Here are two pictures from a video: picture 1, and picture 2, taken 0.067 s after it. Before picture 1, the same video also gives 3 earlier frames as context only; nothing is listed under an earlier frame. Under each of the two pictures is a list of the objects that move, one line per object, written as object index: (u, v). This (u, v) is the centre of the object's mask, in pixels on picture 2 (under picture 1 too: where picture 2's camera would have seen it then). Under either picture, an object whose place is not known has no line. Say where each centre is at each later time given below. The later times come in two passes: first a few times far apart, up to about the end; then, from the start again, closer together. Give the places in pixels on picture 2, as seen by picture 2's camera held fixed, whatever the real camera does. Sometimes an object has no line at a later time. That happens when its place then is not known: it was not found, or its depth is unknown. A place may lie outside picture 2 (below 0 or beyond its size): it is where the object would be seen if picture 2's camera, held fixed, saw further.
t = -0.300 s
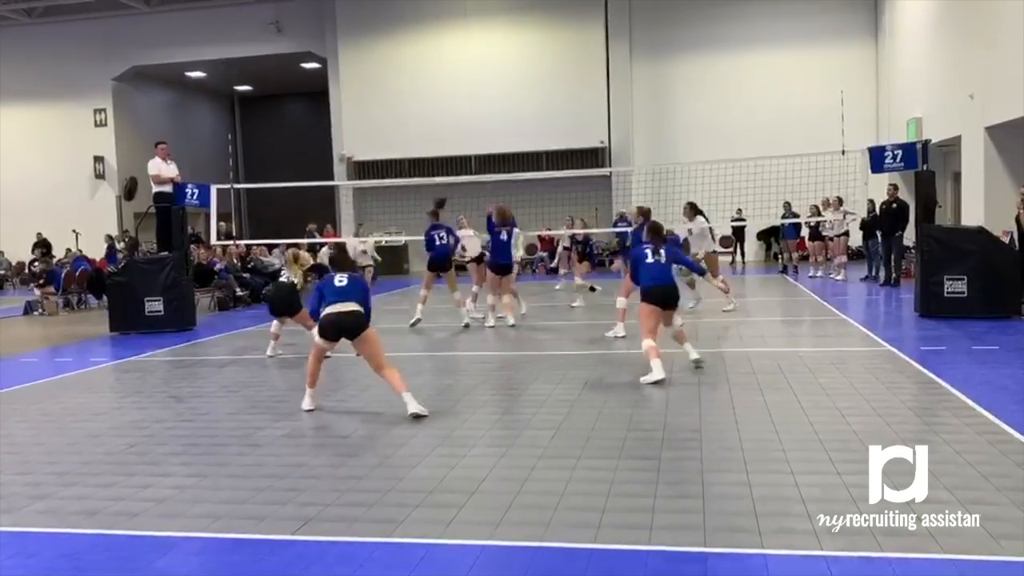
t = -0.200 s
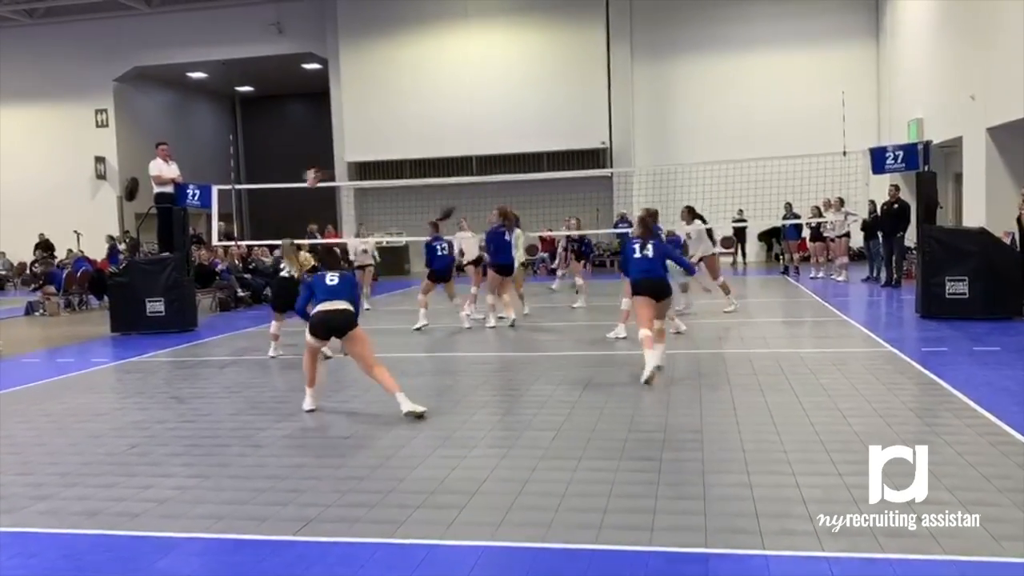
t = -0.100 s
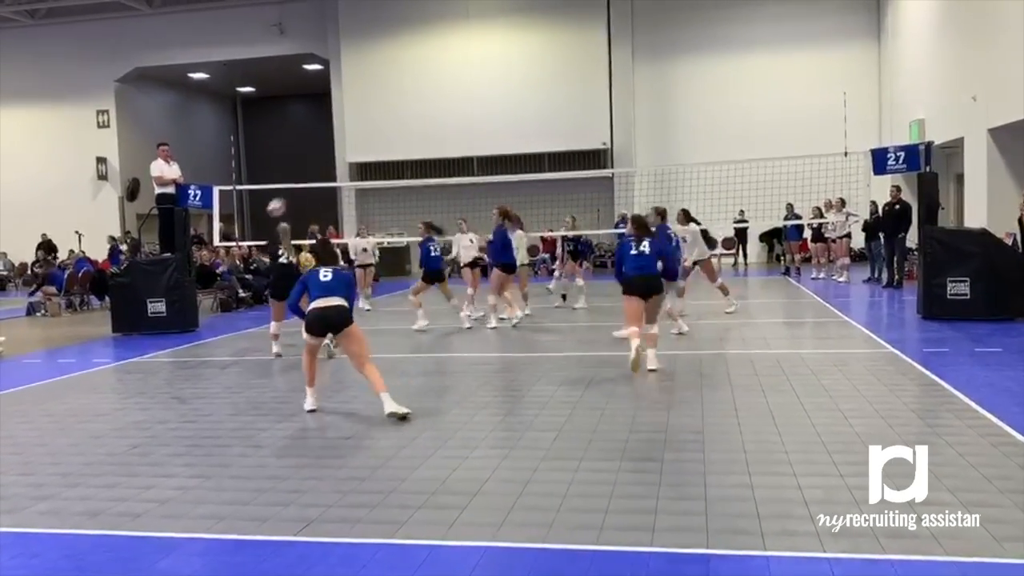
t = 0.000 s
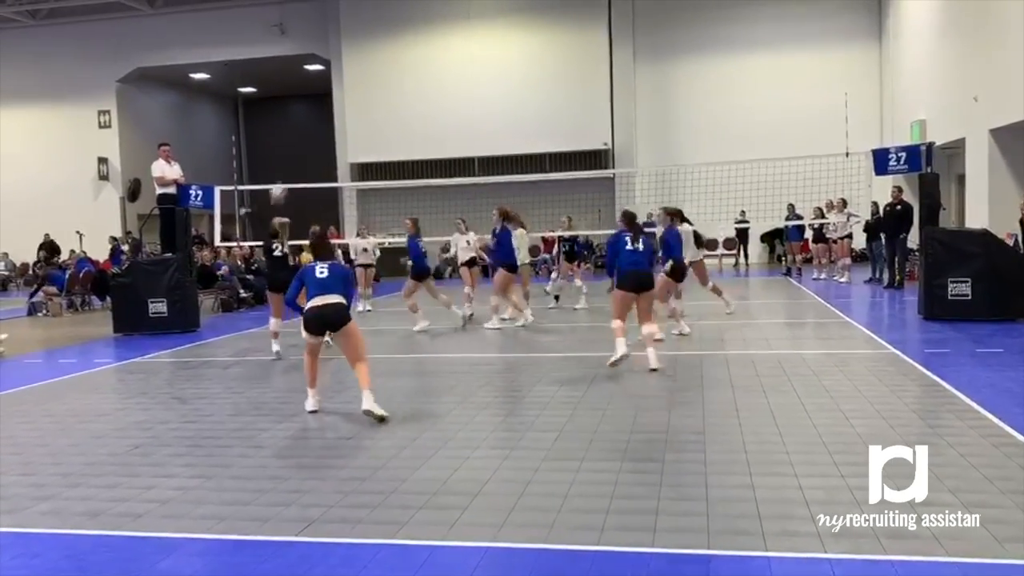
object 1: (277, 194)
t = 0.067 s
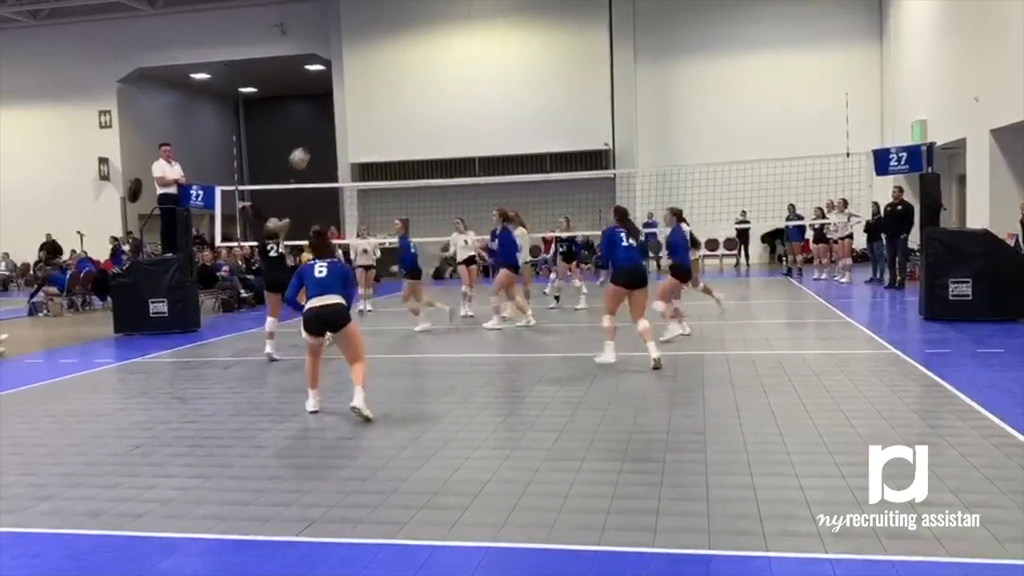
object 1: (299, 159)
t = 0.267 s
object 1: (361, 78)
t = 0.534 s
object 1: (446, 23)
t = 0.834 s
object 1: (539, 34)
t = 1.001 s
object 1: (589, 71)
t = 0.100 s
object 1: (309, 142)
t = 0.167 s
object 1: (330, 114)
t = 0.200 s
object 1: (341, 101)
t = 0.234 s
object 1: (352, 90)
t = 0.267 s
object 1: (361, 78)
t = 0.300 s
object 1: (372, 68)
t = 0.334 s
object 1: (384, 60)
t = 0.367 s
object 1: (393, 50)
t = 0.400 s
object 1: (404, 43)
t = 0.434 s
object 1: (414, 37)
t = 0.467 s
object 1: (424, 31)
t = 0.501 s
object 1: (434, 27)
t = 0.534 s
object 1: (446, 23)
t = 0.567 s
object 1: (455, 21)
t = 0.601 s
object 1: (466, 18)
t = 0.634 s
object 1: (476, 18)
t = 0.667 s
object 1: (486, 20)
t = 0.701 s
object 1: (497, 19)
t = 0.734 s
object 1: (507, 22)
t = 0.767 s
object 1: (518, 26)
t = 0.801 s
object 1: (528, 30)
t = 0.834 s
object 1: (539, 34)
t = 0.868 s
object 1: (549, 39)
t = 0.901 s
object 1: (559, 46)
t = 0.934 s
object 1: (569, 54)
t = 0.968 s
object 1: (578, 62)
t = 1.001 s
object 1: (589, 71)
